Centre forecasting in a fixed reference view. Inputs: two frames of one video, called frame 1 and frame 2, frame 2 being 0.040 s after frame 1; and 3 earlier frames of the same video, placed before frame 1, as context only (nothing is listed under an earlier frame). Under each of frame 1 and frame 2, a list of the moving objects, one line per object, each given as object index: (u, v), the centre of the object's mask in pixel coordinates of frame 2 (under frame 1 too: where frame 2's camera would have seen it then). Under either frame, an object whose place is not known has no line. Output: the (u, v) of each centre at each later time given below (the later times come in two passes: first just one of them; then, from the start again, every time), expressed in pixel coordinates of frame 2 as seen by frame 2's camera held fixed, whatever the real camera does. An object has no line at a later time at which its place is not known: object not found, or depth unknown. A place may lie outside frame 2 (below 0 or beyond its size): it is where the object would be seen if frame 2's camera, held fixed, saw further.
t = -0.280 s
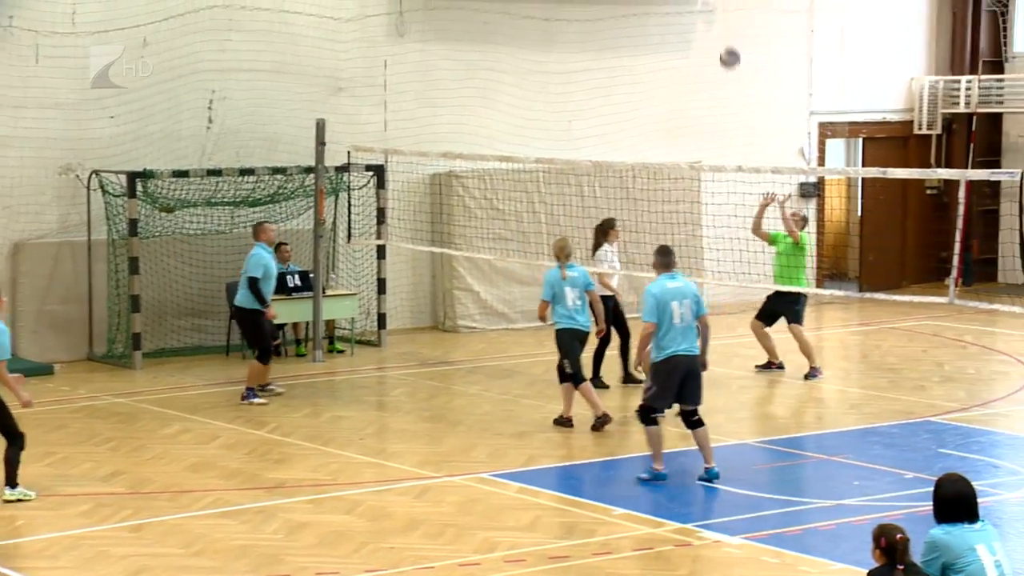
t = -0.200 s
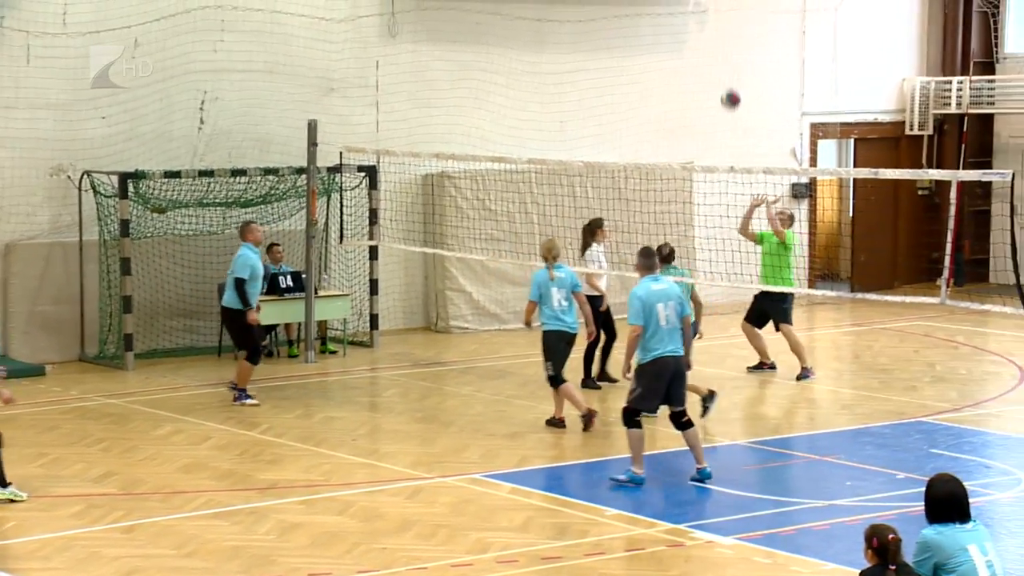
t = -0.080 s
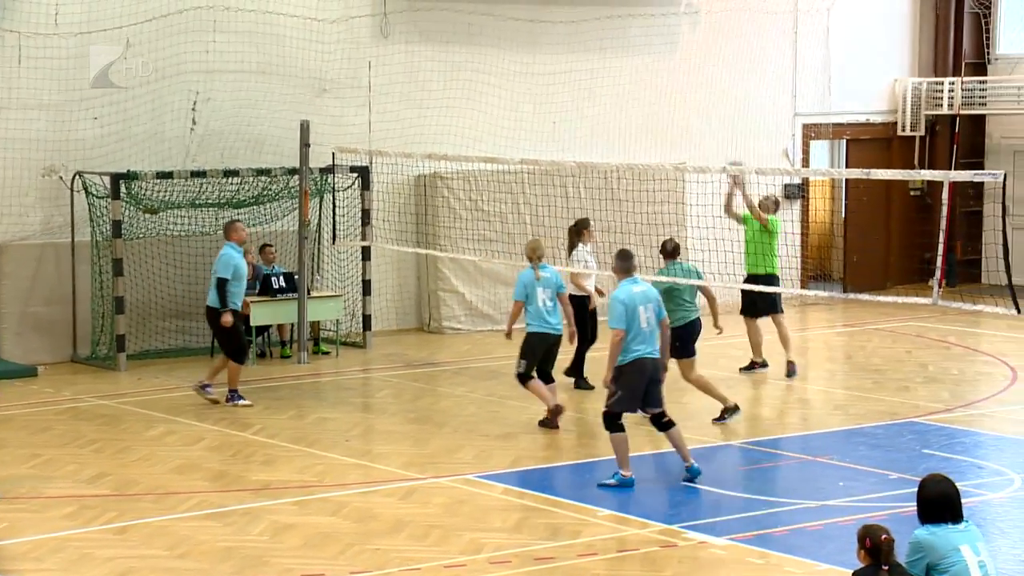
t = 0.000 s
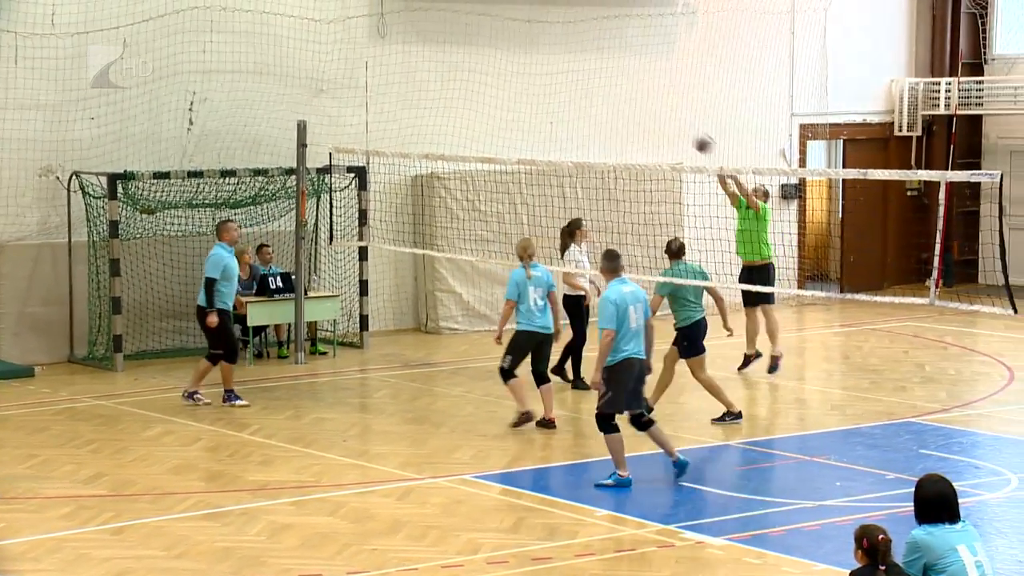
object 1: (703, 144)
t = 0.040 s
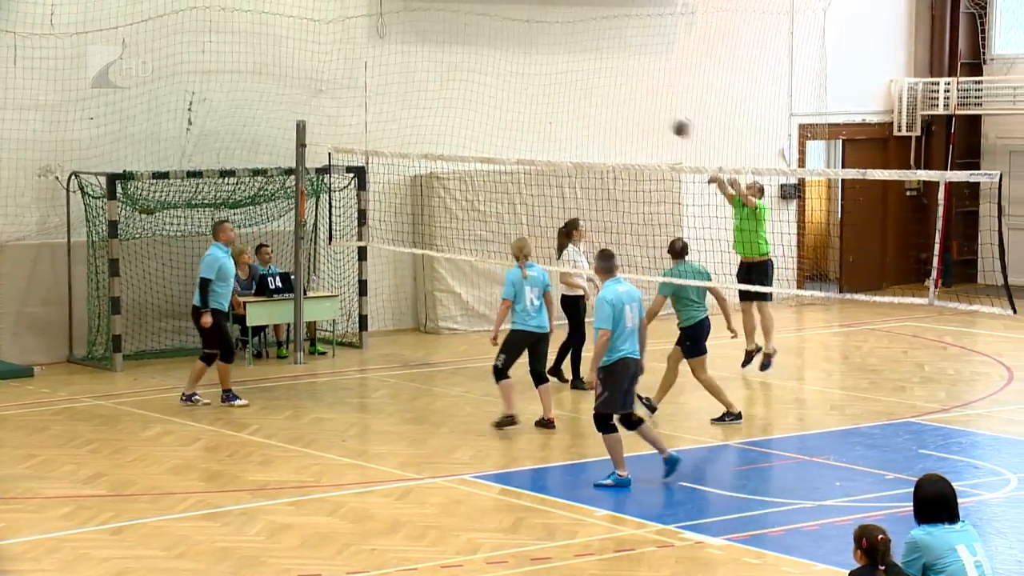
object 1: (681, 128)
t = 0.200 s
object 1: (593, 75)
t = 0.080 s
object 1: (659, 112)
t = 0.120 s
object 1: (637, 99)
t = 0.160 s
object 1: (615, 86)
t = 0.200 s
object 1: (593, 75)
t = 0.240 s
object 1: (571, 65)
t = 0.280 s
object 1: (549, 56)
